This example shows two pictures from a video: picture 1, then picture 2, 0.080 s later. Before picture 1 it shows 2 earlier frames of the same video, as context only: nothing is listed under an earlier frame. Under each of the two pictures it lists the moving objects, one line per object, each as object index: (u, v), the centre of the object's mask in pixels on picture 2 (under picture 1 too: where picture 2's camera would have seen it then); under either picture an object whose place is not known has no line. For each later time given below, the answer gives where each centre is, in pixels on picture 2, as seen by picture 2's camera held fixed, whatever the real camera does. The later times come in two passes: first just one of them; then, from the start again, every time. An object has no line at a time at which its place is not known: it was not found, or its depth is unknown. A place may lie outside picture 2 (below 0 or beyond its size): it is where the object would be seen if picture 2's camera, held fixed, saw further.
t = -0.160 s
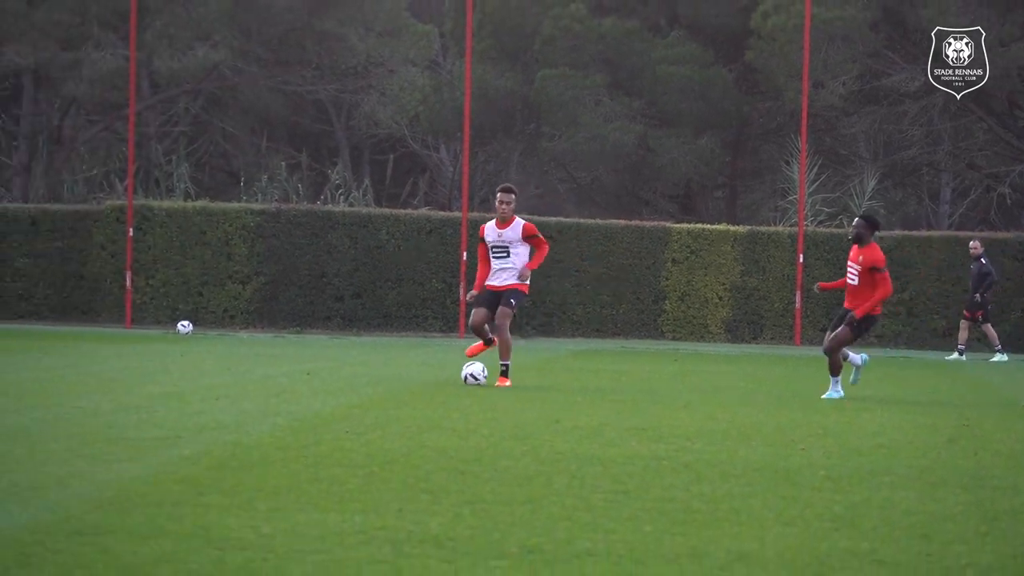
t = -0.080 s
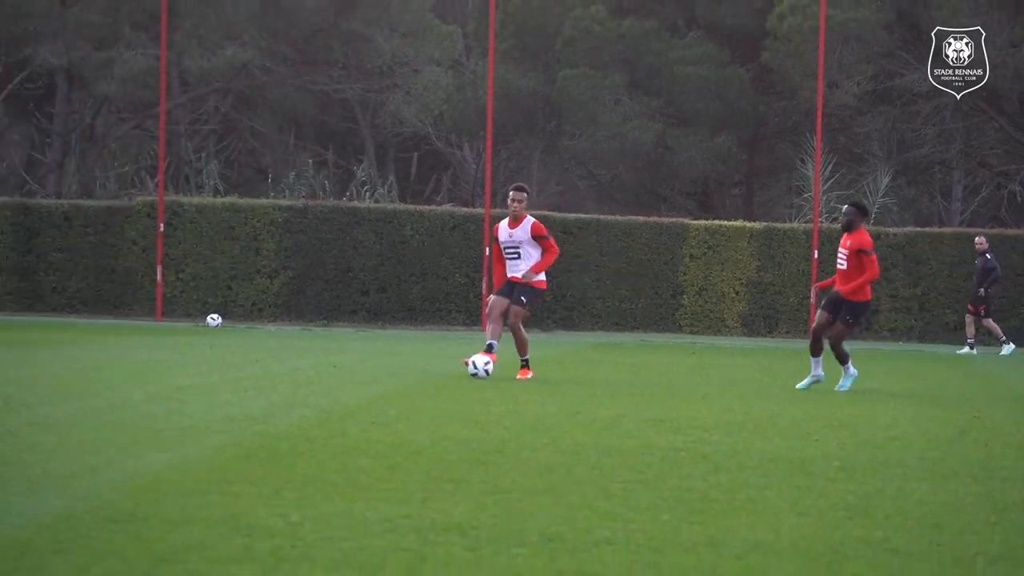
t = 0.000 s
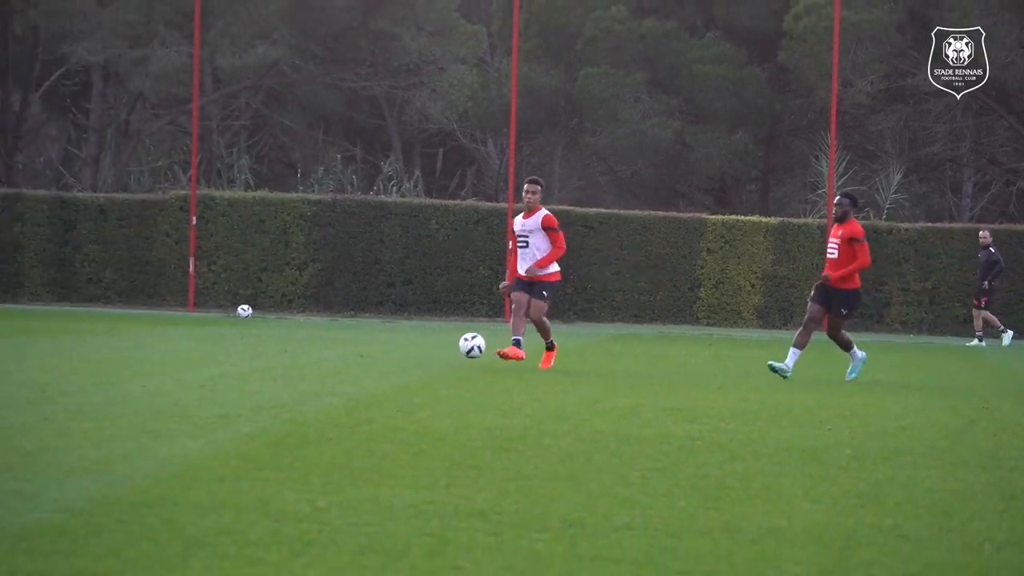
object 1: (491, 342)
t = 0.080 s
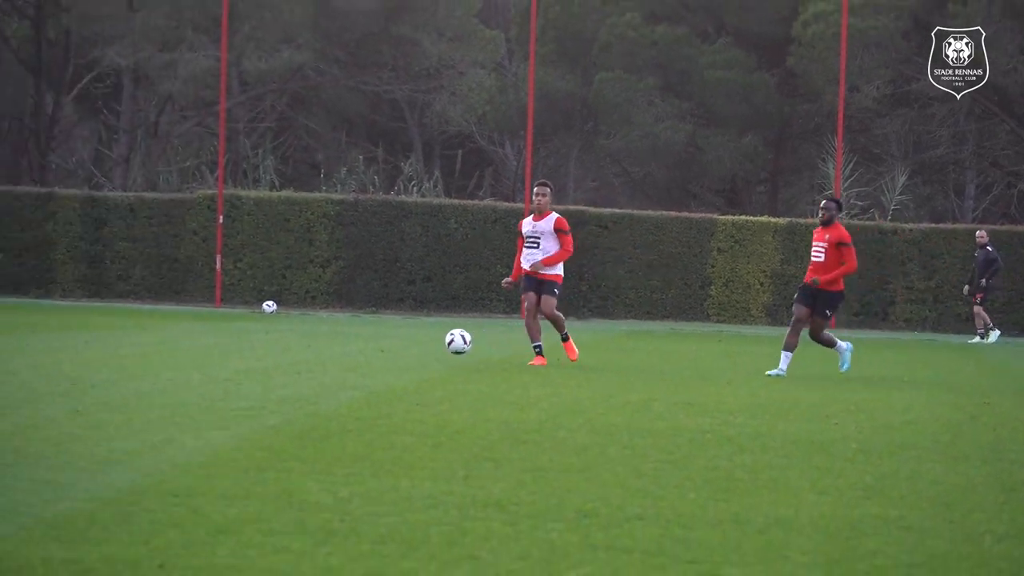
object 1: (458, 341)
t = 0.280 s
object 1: (379, 353)
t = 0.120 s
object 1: (441, 346)
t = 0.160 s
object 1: (424, 354)
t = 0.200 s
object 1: (409, 363)
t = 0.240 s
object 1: (394, 357)
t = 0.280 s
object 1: (379, 353)
